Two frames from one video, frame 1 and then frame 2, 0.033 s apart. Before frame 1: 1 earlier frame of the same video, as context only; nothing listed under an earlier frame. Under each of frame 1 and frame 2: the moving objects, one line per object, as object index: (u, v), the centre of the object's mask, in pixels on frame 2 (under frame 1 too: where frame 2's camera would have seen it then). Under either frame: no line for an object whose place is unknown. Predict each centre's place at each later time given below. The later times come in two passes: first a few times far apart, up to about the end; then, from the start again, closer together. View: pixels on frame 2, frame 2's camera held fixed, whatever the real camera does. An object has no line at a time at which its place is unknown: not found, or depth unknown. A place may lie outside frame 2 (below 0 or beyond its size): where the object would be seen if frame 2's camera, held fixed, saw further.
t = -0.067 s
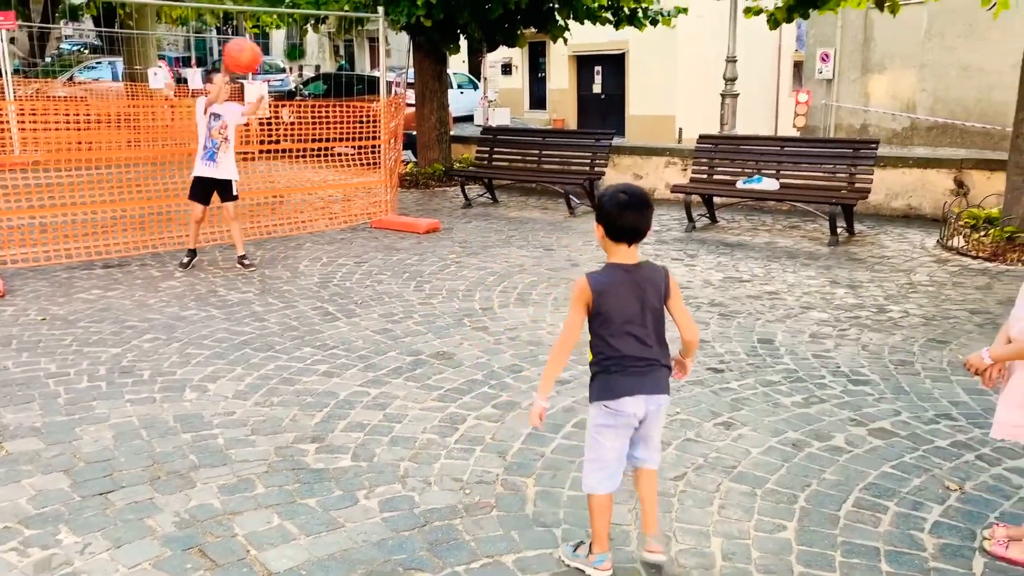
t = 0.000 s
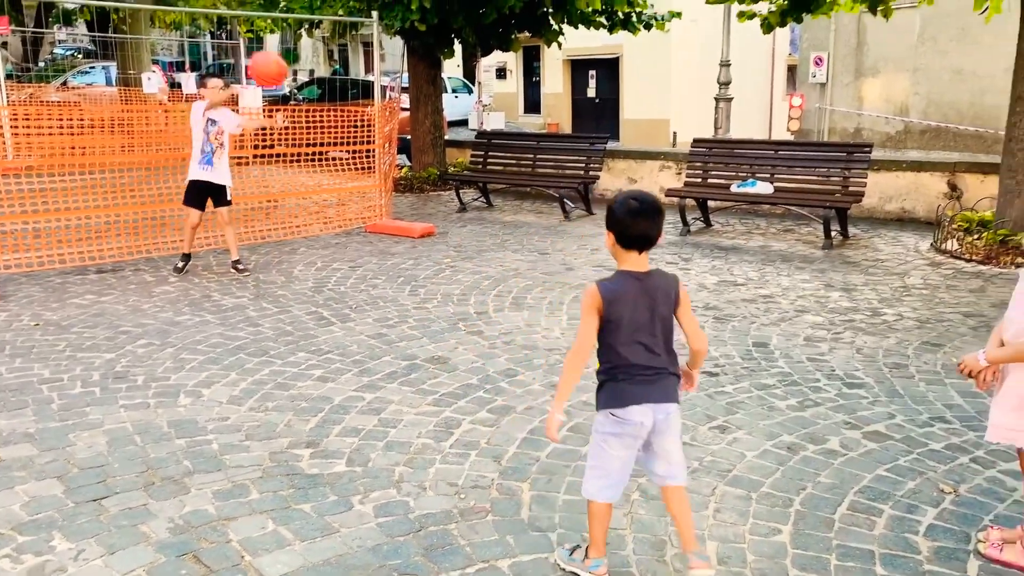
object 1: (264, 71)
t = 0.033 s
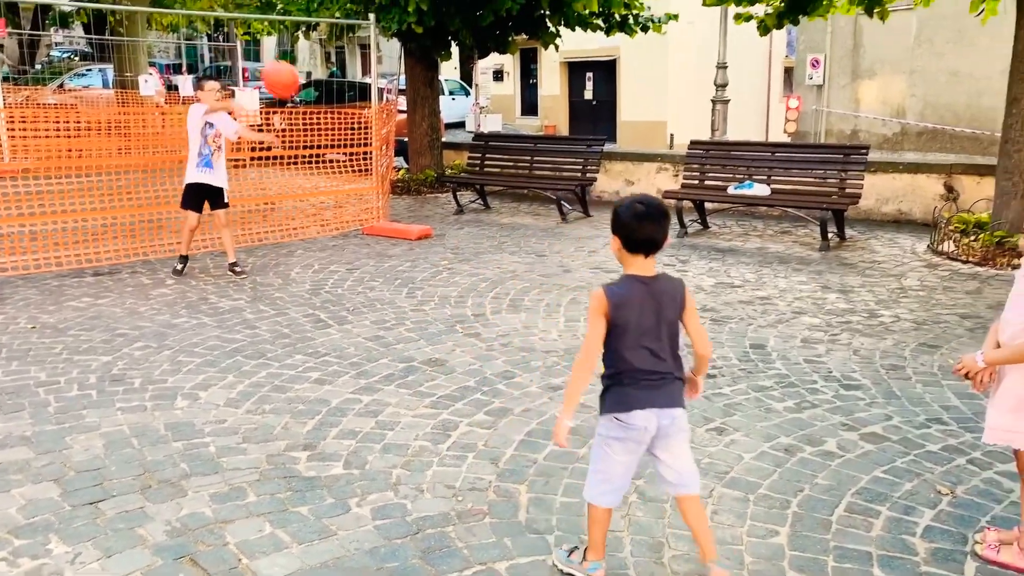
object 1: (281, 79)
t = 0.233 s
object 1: (384, 161)
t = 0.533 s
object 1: (516, 249)
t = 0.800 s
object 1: (594, 159)
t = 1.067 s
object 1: (680, 186)
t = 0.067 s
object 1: (298, 88)
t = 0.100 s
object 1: (314, 99)
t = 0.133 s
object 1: (331, 111)
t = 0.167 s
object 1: (349, 126)
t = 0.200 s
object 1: (366, 143)
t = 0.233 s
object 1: (384, 161)
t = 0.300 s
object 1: (418, 202)
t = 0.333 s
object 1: (435, 225)
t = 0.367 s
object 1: (454, 250)
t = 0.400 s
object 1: (471, 276)
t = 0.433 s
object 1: (488, 305)
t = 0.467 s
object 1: (498, 287)
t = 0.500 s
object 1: (507, 267)
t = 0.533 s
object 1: (516, 249)
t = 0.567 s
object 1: (525, 232)
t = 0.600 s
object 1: (534, 216)
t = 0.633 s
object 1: (544, 203)
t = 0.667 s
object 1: (553, 191)
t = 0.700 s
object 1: (563, 181)
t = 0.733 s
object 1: (573, 172)
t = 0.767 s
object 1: (584, 164)
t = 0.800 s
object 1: (594, 159)
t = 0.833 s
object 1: (605, 156)
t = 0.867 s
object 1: (615, 154)
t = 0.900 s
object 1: (626, 155)
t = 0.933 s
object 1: (636, 157)
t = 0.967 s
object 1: (646, 161)
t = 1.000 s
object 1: (658, 167)
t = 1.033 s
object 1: (670, 176)
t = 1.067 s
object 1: (680, 186)
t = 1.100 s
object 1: (691, 198)
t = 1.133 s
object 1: (703, 212)
